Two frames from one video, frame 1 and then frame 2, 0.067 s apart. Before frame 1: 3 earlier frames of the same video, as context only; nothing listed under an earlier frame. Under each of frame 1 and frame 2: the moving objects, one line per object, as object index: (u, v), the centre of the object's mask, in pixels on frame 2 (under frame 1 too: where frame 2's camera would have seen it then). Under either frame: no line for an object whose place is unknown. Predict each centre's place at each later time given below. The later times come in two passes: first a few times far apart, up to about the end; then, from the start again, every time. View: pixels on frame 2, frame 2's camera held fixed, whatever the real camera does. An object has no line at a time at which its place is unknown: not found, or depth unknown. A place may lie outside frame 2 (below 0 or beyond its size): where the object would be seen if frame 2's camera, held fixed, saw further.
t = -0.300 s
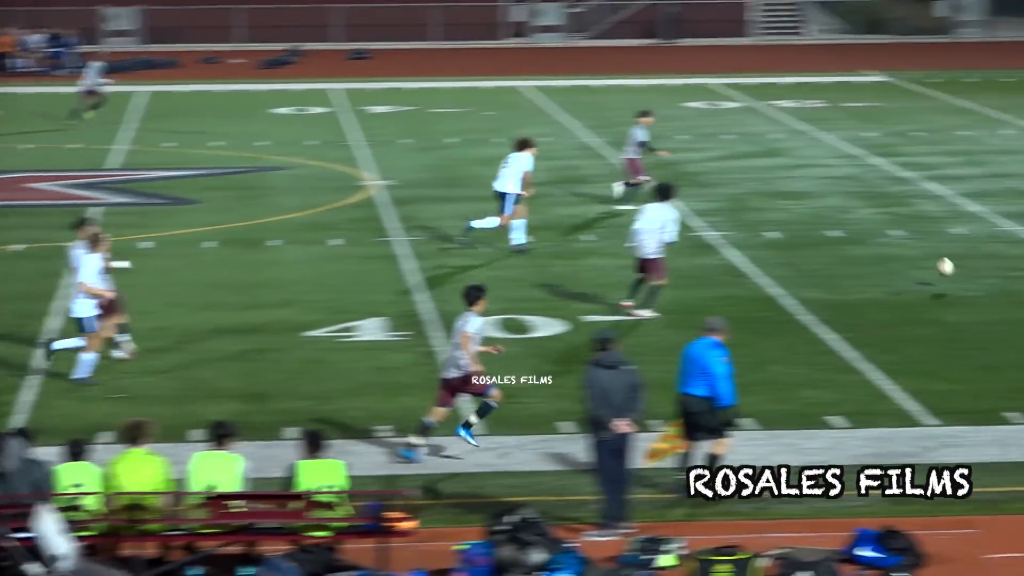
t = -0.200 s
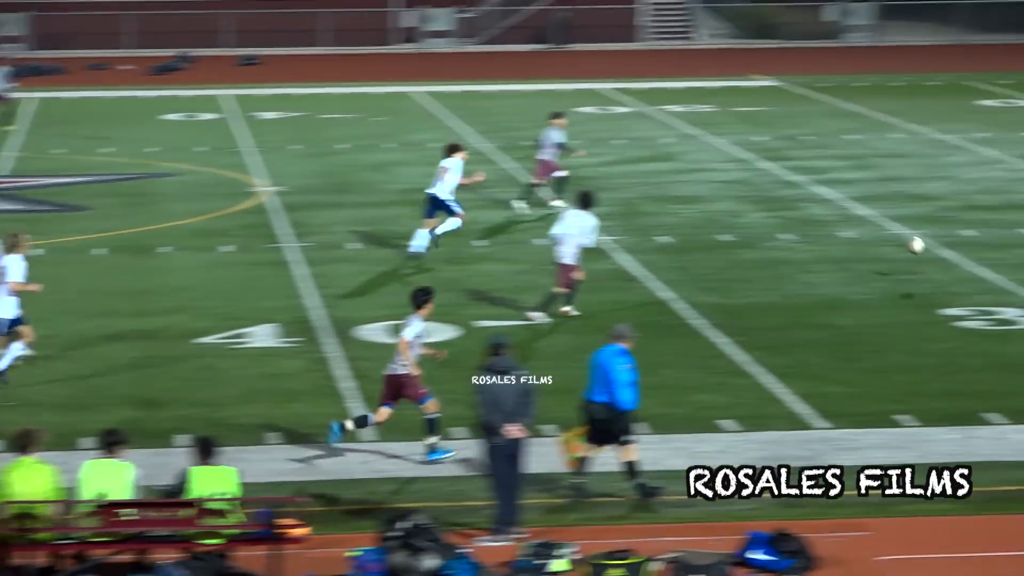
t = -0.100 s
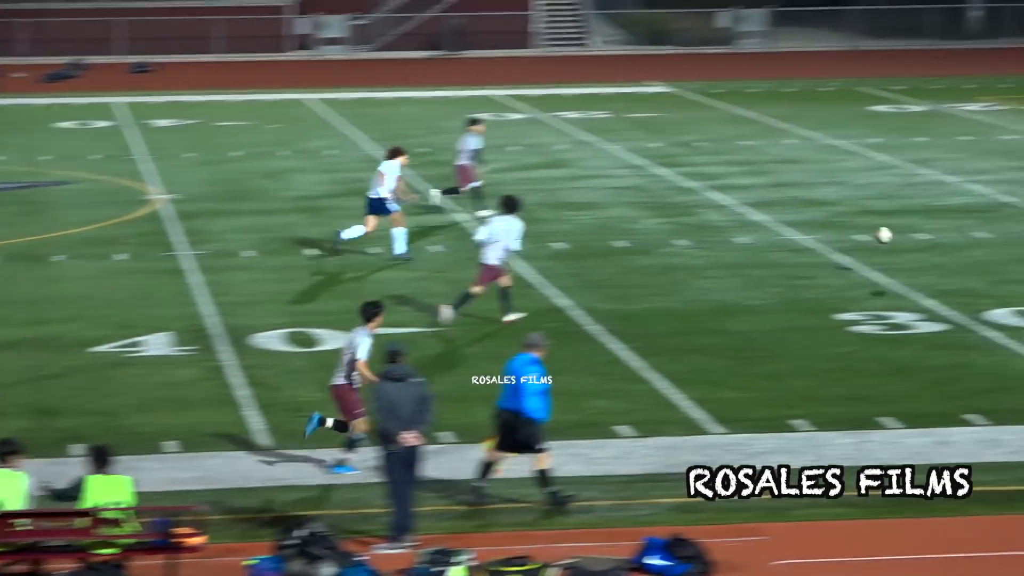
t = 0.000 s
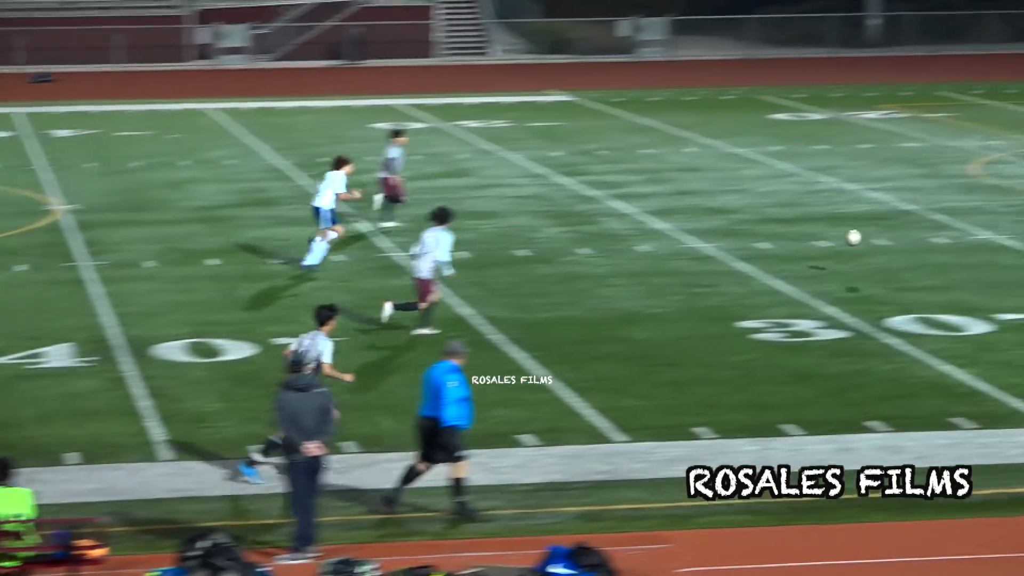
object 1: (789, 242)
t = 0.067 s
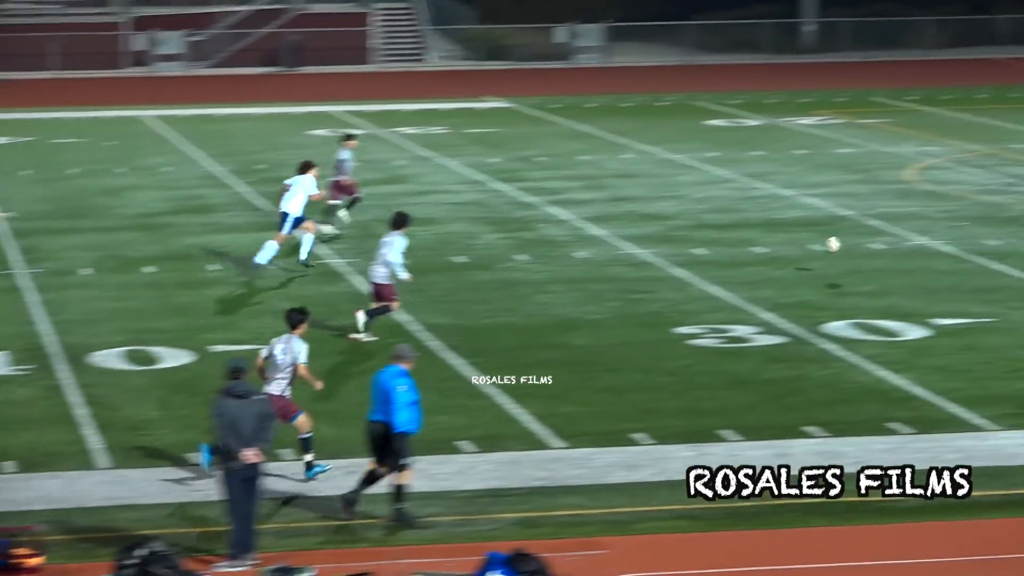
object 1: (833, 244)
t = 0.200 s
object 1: (910, 257)
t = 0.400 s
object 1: (993, 228)
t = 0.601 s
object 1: (1068, 230)
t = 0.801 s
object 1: (1140, 210)
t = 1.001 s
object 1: (1206, 208)
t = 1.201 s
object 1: (1266, 197)
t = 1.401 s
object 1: (1323, 193)
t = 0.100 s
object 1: (852, 246)
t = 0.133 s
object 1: (873, 249)
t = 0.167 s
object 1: (892, 253)
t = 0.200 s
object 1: (910, 257)
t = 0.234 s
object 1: (924, 249)
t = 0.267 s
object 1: (937, 243)
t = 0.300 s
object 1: (952, 238)
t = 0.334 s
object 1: (965, 233)
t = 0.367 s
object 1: (980, 230)
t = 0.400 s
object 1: (993, 228)
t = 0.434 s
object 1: (1006, 226)
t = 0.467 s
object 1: (1019, 225)
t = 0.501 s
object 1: (1032, 225)
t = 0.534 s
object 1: (1044, 226)
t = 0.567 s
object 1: (1057, 227)
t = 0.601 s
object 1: (1068, 230)
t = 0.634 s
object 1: (1080, 233)
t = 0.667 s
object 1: (1092, 228)
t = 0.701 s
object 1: (1104, 222)
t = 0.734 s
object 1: (1116, 217)
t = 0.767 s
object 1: (1128, 213)
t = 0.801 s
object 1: (1140, 210)
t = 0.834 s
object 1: (1151, 208)
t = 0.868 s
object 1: (1163, 206)
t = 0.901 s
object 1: (1174, 205)
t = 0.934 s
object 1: (1185, 205)
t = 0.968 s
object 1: (1196, 206)
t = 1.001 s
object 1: (1206, 208)
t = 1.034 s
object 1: (1215, 211)
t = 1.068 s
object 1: (1225, 214)
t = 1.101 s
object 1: (1236, 209)
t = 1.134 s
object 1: (1246, 204)
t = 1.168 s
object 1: (1257, 200)
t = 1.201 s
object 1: (1266, 197)
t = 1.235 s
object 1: (1276, 194)
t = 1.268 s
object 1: (1286, 192)
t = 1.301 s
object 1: (1295, 191)
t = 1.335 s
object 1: (1304, 191)
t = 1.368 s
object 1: (1314, 191)
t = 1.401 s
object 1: (1323, 193)
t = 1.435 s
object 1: (1333, 195)
